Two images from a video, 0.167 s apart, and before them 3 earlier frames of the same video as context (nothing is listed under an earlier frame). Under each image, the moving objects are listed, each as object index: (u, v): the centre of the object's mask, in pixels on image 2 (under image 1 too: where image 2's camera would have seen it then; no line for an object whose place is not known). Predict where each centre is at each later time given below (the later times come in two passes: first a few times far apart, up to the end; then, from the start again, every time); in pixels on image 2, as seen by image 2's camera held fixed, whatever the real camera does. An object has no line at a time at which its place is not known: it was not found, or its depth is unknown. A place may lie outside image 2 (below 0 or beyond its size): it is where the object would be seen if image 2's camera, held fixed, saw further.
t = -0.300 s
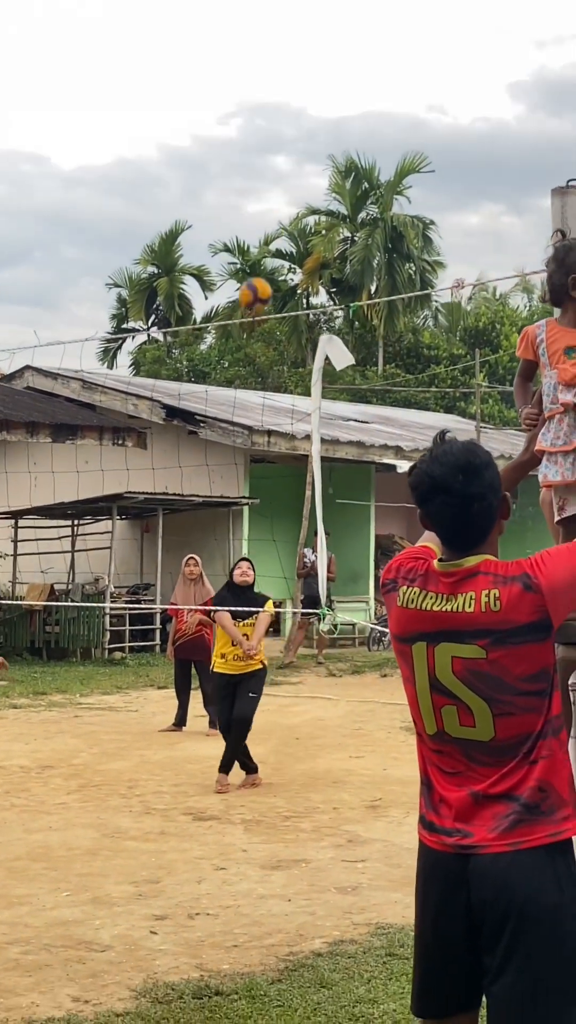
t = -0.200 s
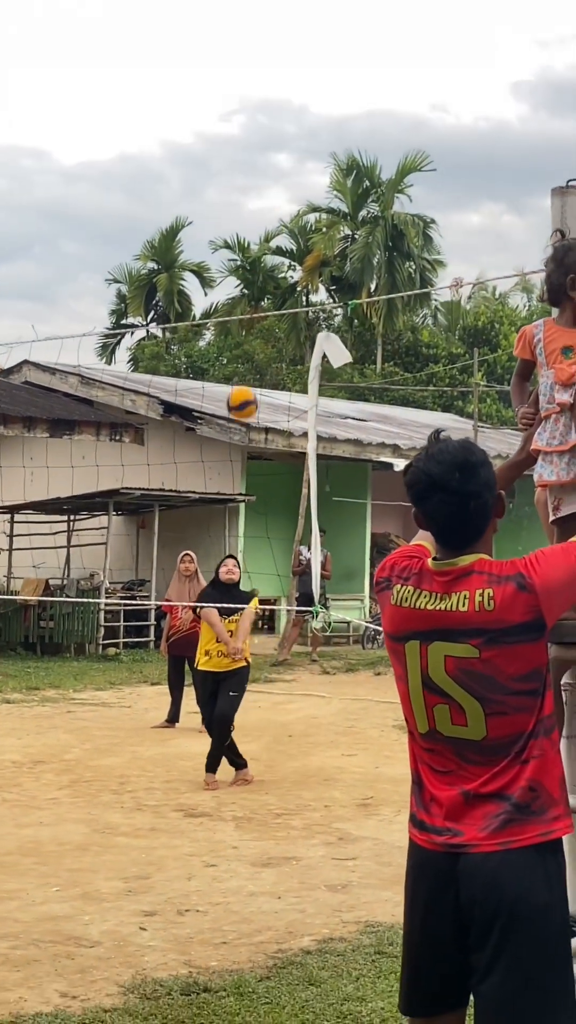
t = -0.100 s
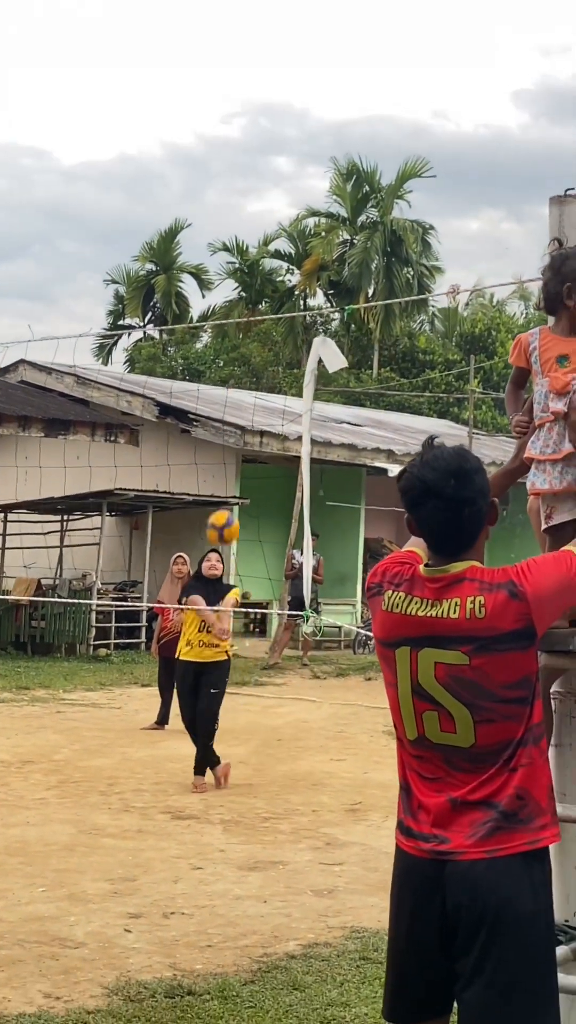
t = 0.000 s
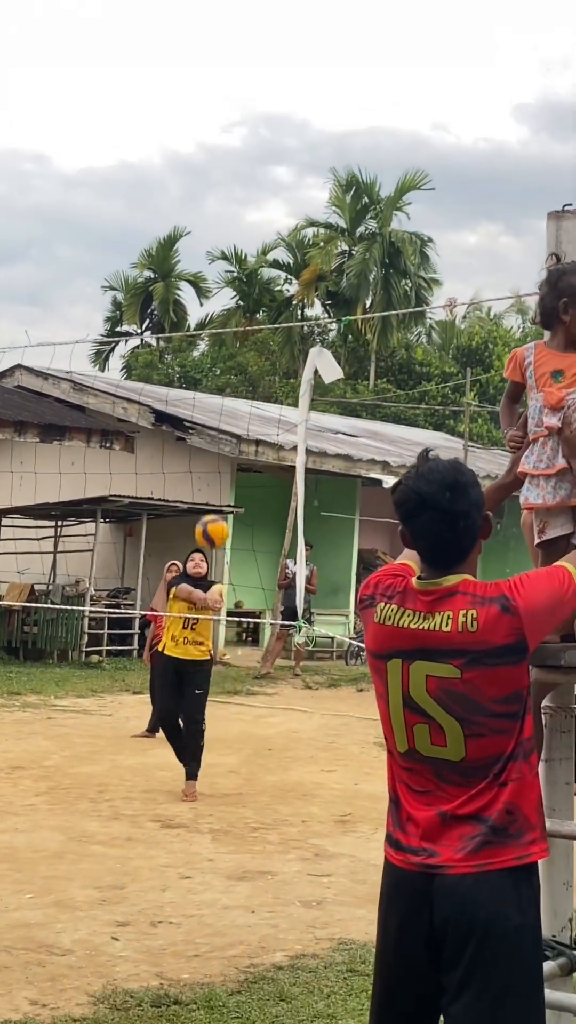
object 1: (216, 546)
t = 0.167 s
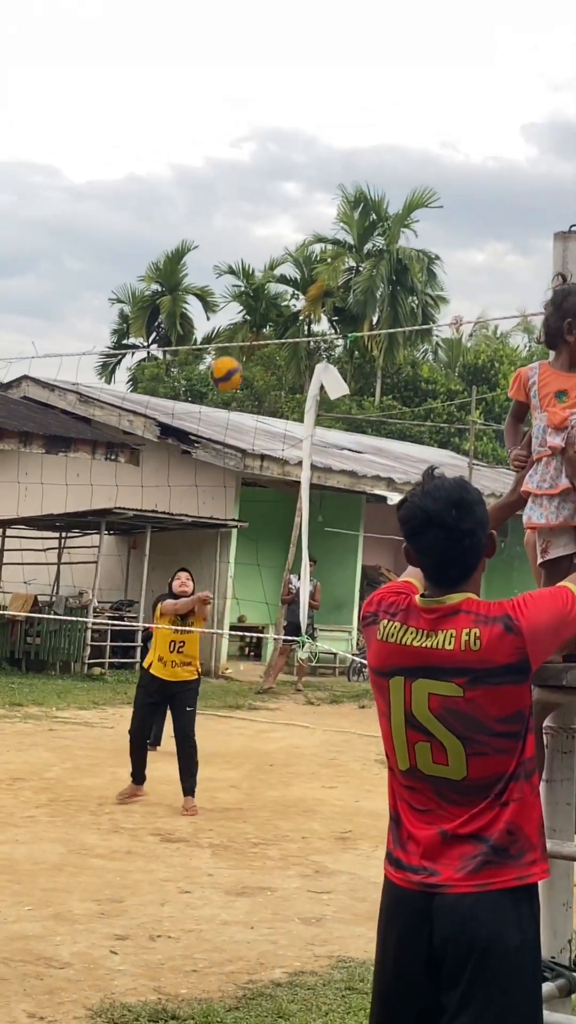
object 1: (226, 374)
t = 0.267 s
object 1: (231, 289)
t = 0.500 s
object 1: (237, 151)
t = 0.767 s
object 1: (235, 95)
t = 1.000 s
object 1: (226, 146)
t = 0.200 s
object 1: (228, 344)
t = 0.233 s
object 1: (230, 317)
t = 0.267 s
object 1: (231, 289)
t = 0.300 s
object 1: (232, 265)
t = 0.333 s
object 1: (233, 242)
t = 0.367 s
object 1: (234, 220)
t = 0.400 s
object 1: (235, 201)
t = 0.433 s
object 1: (236, 182)
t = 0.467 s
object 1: (236, 166)
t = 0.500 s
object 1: (237, 151)
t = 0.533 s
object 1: (237, 138)
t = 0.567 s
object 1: (237, 127)
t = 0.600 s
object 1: (237, 117)
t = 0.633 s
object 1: (237, 109)
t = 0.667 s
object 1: (236, 103)
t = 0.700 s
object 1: (236, 99)
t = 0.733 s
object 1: (235, 96)
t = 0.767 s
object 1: (235, 95)
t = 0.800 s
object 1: (234, 97)
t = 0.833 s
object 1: (233, 100)
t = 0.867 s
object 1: (232, 106)
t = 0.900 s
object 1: (231, 113)
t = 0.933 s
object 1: (229, 122)
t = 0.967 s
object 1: (228, 133)
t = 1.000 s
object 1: (226, 146)
